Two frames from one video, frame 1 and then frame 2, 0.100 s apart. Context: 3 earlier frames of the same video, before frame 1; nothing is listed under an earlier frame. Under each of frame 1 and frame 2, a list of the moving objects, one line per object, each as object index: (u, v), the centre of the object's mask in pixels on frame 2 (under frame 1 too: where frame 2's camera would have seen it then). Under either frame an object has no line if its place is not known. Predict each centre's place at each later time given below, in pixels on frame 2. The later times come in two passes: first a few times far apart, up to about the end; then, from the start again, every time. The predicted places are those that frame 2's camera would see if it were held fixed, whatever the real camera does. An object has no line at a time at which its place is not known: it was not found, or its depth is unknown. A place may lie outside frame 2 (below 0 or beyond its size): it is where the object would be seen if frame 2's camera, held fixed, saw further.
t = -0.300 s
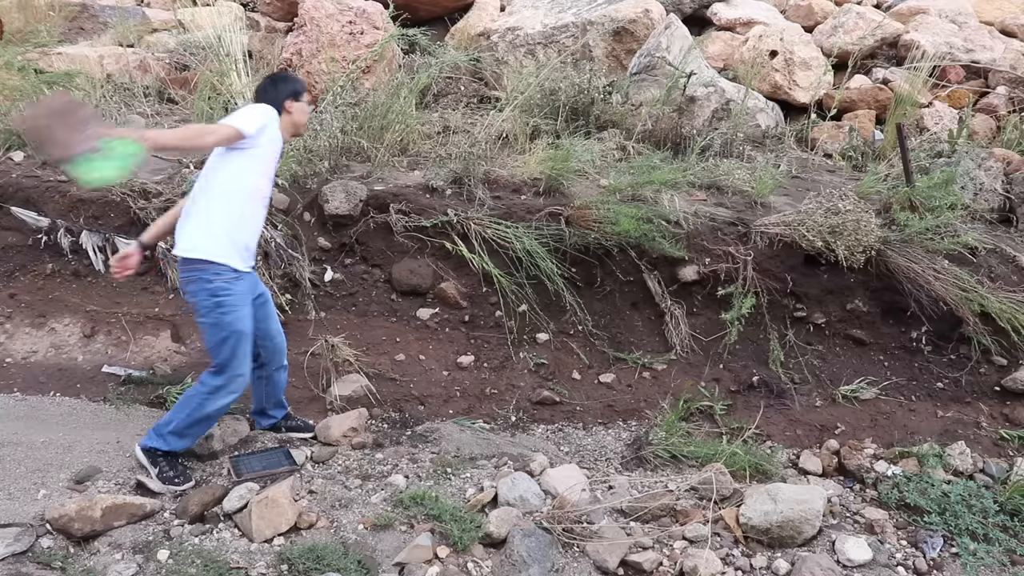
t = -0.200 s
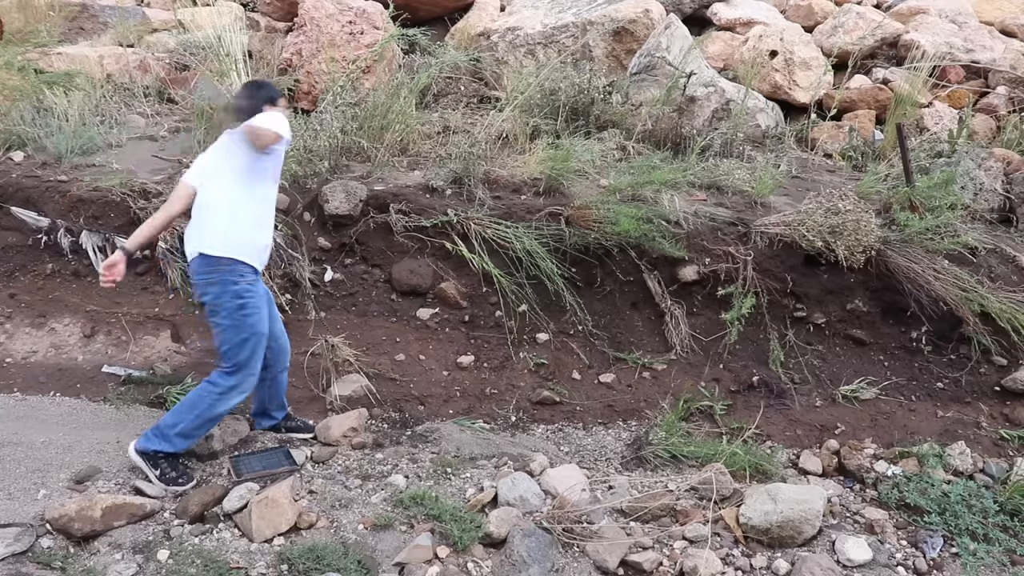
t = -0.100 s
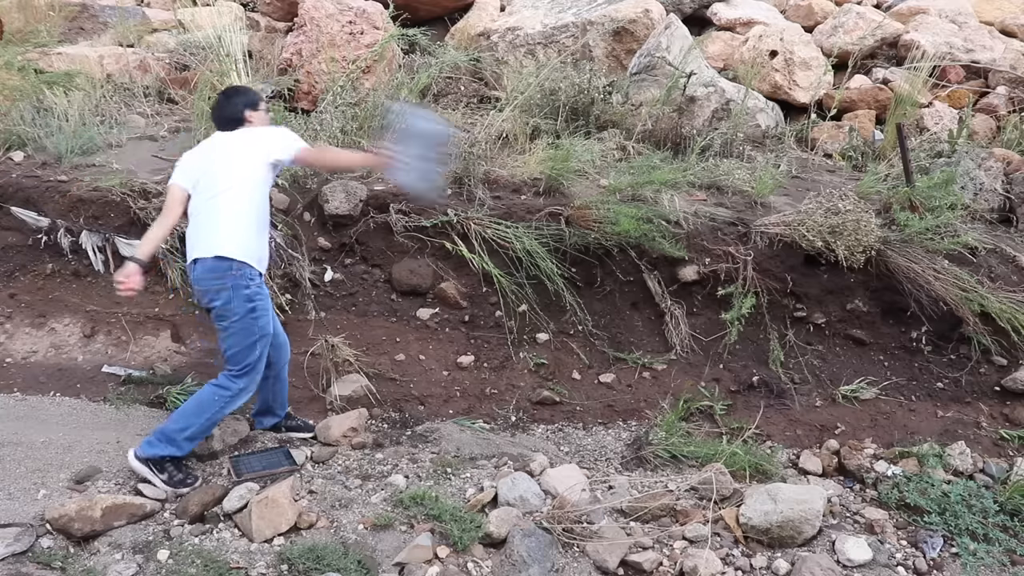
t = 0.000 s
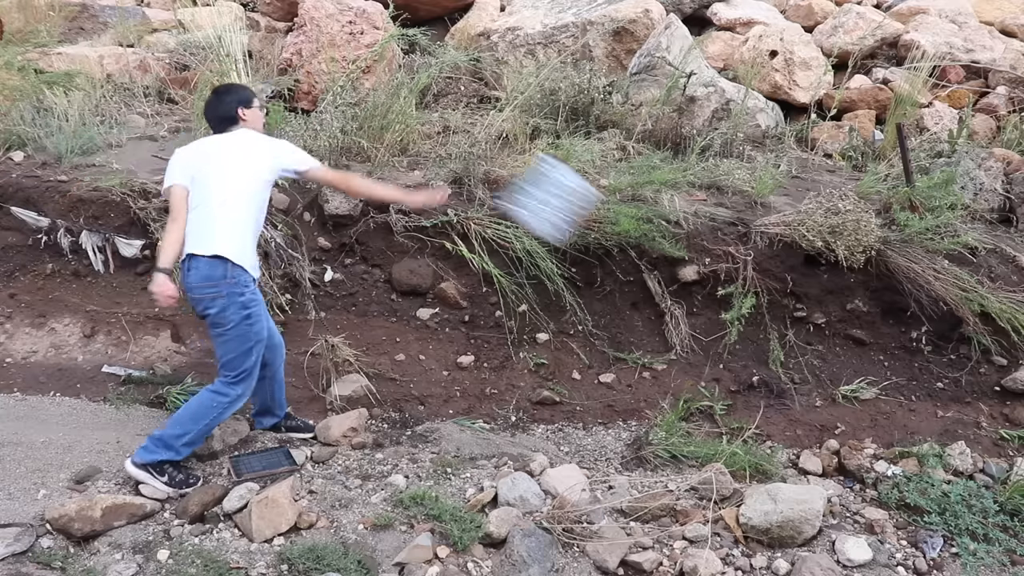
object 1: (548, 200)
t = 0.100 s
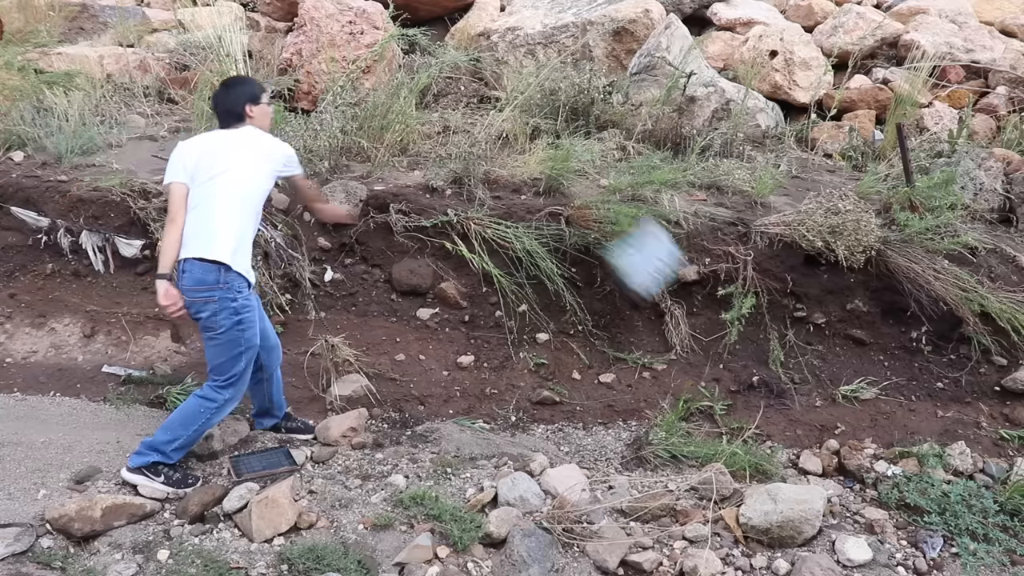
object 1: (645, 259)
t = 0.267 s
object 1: (632, 328)
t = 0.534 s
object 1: (569, 420)
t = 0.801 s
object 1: (557, 436)
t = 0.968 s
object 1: (557, 436)
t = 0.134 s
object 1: (663, 276)
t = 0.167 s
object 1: (662, 287)
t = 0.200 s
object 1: (654, 301)
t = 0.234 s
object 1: (643, 314)
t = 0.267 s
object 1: (632, 328)
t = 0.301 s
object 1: (618, 346)
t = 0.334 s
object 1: (609, 366)
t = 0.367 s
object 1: (601, 378)
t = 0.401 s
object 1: (592, 391)
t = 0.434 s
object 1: (586, 399)
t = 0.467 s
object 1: (579, 408)
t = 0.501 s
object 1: (573, 415)
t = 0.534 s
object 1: (569, 420)
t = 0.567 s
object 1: (565, 425)
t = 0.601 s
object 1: (561, 430)
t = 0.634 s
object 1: (559, 433)
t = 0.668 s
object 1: (557, 435)
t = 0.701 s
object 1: (557, 435)
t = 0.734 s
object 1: (557, 436)
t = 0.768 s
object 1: (557, 436)
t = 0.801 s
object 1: (557, 436)
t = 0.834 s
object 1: (557, 436)
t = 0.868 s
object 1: (557, 435)
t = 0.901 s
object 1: (557, 436)
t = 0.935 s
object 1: (557, 436)
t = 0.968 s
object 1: (557, 436)
